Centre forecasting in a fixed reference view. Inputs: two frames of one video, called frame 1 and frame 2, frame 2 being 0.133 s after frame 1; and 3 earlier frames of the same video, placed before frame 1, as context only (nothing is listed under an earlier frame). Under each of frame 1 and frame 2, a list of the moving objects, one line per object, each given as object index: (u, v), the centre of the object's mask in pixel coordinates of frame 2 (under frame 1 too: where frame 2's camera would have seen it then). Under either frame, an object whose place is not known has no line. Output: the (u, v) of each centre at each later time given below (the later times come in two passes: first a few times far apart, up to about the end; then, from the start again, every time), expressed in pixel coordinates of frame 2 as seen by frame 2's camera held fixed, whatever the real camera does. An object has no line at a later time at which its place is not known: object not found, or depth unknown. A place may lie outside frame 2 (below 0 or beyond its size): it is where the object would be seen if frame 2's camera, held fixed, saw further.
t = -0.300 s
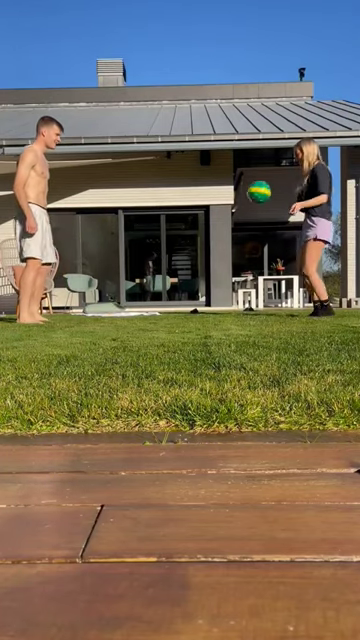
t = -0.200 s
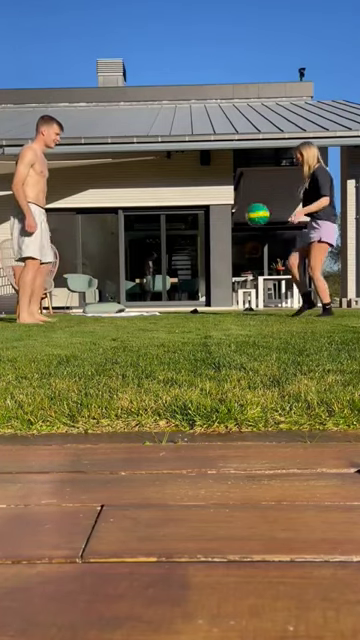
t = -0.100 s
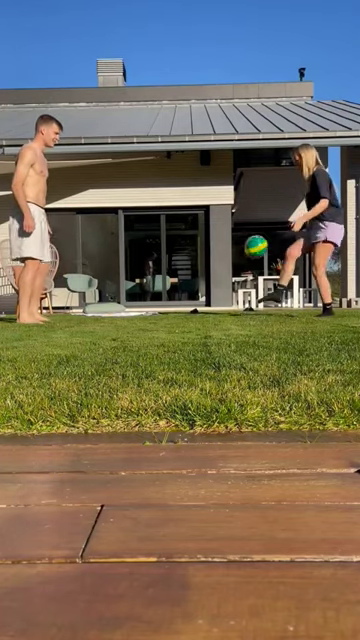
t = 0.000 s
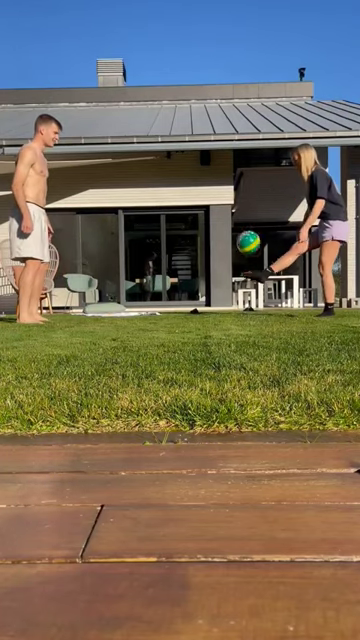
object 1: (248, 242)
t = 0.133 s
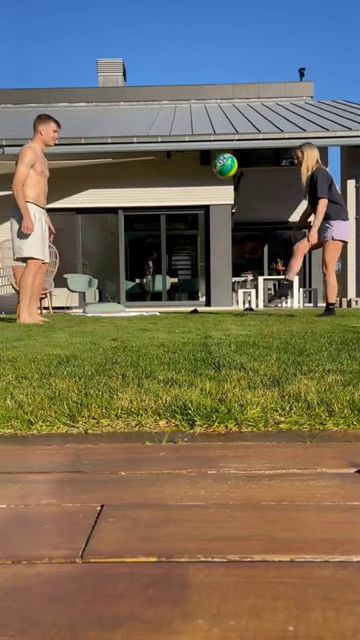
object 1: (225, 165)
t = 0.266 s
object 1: (204, 108)
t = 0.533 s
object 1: (169, 56)
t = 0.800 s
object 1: (138, 84)
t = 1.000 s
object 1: (118, 156)
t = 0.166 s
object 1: (219, 149)
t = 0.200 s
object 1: (214, 134)
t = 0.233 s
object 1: (209, 120)
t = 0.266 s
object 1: (204, 108)
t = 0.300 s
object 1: (199, 97)
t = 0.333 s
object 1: (195, 87)
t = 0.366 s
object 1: (190, 79)
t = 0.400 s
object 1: (186, 72)
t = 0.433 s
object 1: (181, 66)
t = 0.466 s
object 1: (177, 61)
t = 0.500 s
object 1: (173, 58)
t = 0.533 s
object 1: (169, 56)
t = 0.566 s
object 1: (165, 55)
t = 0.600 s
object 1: (161, 55)
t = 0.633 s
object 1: (157, 57)
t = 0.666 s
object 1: (153, 60)
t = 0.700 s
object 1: (149, 64)
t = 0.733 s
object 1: (145, 70)
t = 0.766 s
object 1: (141, 76)
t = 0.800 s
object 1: (138, 84)
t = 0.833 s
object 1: (134, 93)
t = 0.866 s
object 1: (131, 103)
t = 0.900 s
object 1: (128, 114)
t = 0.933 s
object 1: (124, 126)
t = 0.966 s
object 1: (121, 141)
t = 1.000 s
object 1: (118, 156)
